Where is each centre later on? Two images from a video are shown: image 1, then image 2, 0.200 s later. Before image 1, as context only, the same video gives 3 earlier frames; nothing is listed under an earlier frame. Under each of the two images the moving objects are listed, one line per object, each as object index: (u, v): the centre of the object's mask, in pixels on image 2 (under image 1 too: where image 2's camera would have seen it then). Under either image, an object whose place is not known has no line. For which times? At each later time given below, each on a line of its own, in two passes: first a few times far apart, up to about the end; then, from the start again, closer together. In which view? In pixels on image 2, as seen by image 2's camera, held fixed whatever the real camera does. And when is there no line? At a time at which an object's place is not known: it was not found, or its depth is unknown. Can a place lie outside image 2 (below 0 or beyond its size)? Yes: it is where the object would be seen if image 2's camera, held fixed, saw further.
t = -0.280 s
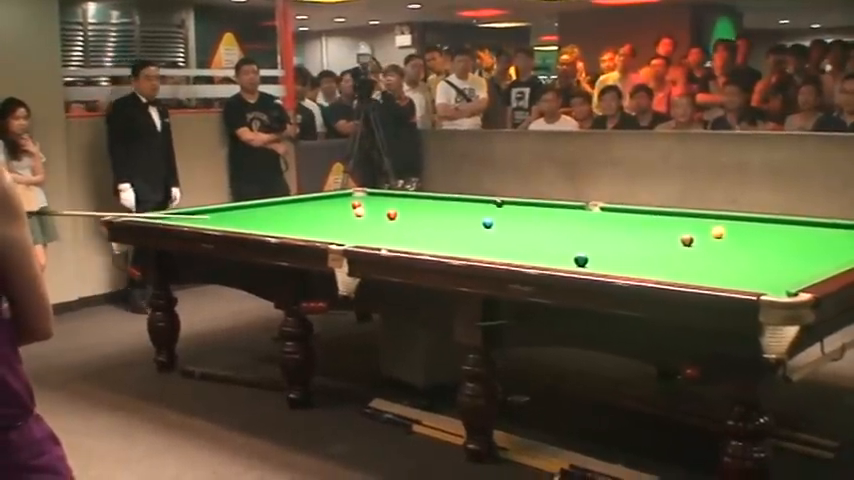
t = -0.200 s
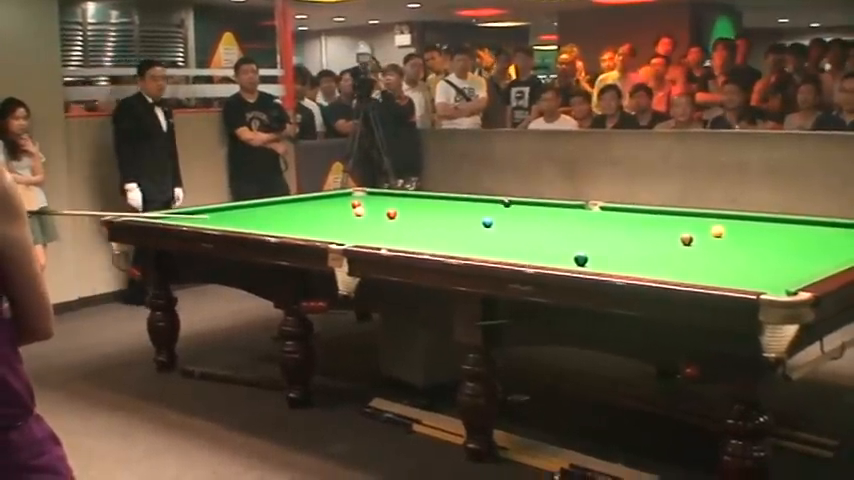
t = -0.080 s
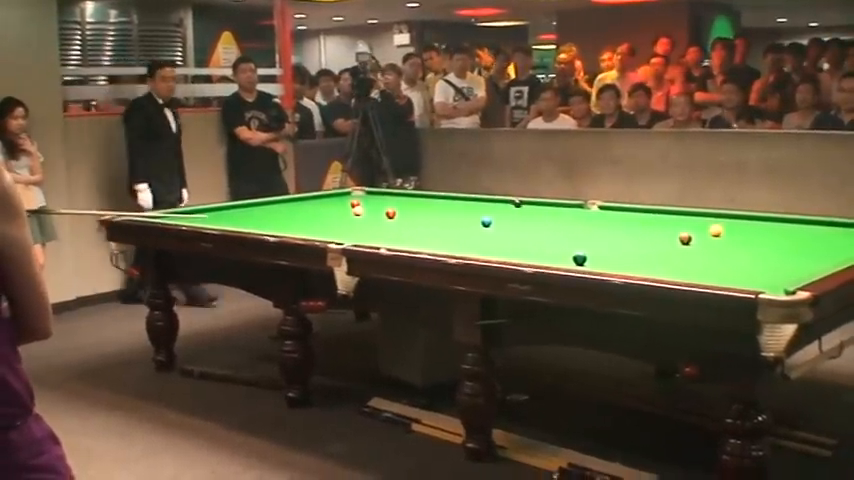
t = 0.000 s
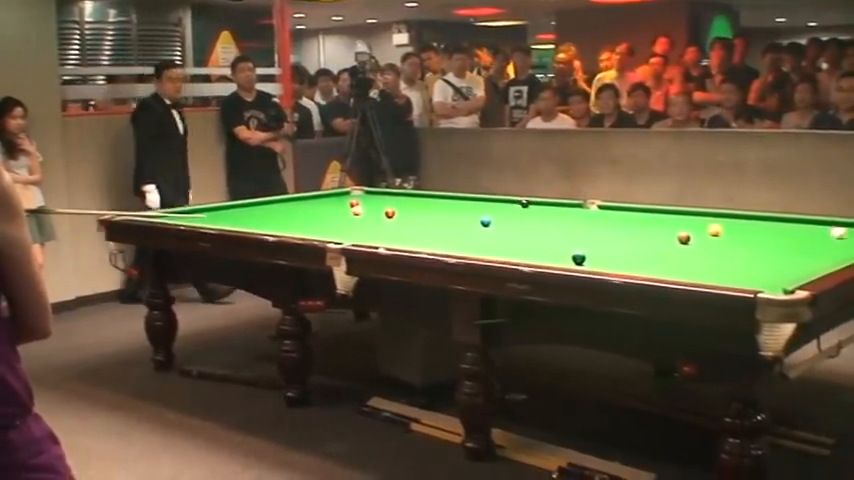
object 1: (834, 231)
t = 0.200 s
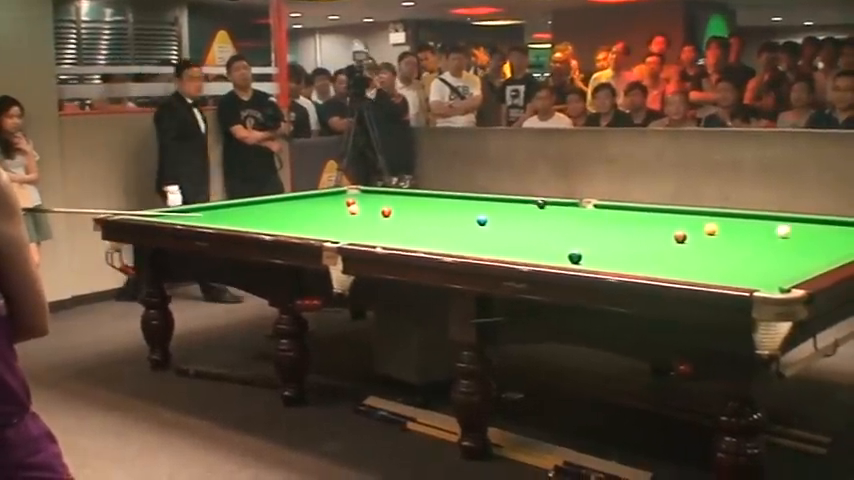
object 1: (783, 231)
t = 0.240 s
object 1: (772, 231)
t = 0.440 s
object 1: (722, 231)
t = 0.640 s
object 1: (670, 231)
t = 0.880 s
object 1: (613, 232)
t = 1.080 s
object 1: (566, 232)
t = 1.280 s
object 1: (521, 233)
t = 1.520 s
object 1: (467, 231)
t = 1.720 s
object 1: (425, 232)
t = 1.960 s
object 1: (379, 230)
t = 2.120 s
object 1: (347, 231)
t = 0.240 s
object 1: (772, 231)
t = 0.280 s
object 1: (763, 231)
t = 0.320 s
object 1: (752, 231)
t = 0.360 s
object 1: (742, 231)
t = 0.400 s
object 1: (732, 231)
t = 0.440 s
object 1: (722, 231)
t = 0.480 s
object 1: (712, 230)
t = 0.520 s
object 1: (701, 231)
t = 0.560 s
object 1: (691, 231)
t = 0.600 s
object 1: (681, 230)
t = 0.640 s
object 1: (670, 231)
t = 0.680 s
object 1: (660, 231)
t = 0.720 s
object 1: (651, 231)
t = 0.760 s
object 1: (642, 231)
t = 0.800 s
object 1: (633, 231)
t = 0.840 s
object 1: (621, 231)
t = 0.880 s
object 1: (613, 232)
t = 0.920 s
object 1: (603, 231)
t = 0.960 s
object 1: (594, 232)
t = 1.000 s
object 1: (584, 232)
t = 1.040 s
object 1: (576, 231)
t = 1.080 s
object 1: (566, 232)
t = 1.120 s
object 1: (557, 232)
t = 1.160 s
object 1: (548, 232)
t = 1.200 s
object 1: (539, 232)
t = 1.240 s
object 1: (529, 232)
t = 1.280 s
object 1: (521, 233)
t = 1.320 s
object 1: (511, 232)
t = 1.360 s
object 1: (502, 233)
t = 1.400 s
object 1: (494, 233)
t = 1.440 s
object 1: (485, 232)
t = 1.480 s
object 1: (477, 232)
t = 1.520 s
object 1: (467, 231)
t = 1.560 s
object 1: (459, 231)
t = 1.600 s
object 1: (451, 232)
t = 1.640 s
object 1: (442, 232)
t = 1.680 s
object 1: (434, 232)
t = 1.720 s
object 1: (425, 232)
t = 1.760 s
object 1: (418, 232)
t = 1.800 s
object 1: (411, 231)
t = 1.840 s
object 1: (403, 232)
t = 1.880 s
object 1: (395, 231)
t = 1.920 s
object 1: (387, 231)
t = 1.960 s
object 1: (379, 230)
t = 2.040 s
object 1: (364, 231)
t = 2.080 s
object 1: (355, 232)
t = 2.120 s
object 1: (347, 231)
